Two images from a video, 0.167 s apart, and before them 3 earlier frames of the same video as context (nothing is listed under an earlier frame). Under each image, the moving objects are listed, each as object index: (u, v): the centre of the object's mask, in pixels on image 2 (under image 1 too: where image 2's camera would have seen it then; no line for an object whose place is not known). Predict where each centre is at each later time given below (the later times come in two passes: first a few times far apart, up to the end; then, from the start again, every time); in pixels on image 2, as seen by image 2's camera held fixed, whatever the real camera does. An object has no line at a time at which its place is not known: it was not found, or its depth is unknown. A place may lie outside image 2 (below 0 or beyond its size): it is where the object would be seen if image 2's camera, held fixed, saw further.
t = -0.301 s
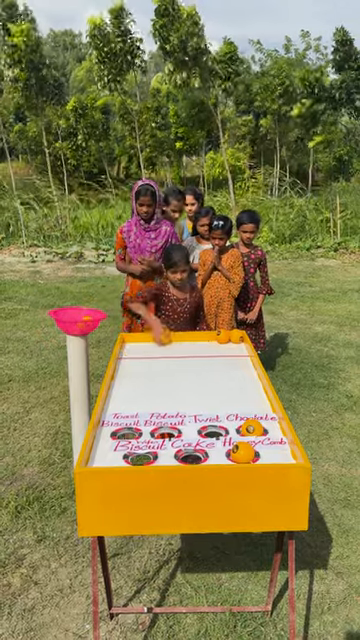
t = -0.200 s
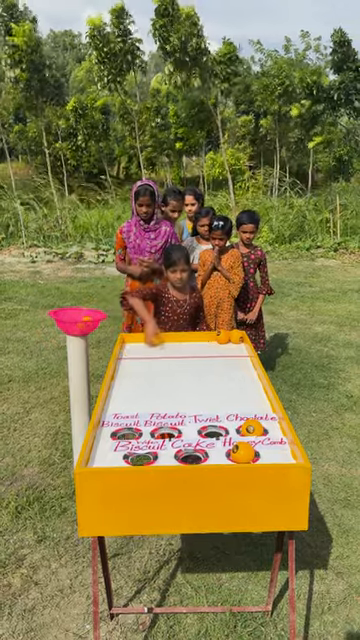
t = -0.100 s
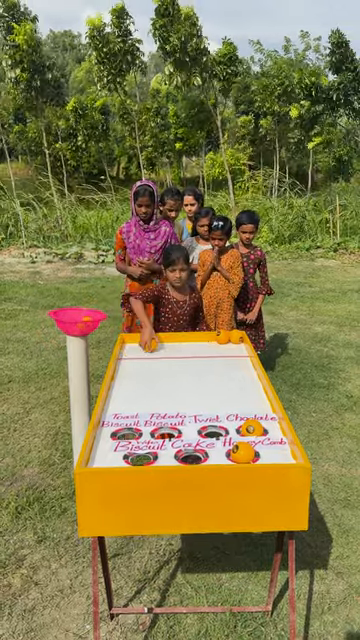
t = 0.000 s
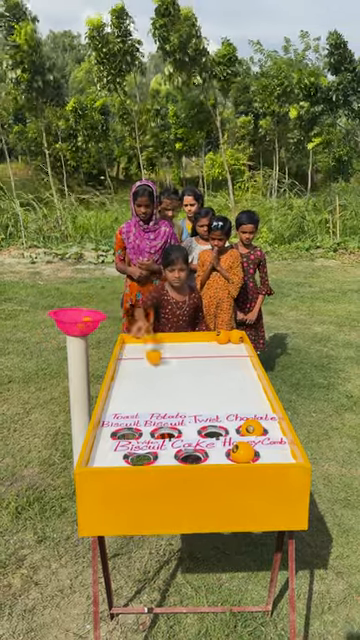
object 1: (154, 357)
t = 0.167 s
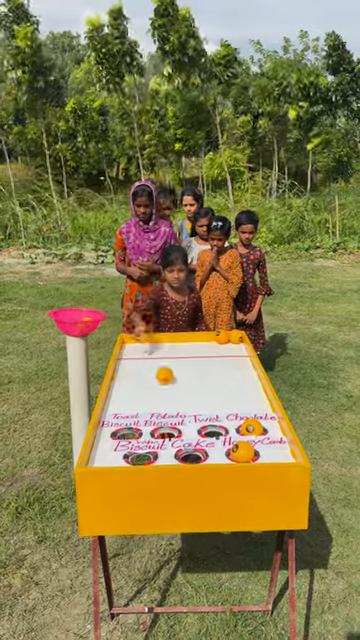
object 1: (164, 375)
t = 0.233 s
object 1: (169, 383)
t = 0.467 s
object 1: (185, 413)
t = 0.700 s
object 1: (205, 451)
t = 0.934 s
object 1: (214, 446)
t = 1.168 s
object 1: (219, 430)
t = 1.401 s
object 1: (214, 415)
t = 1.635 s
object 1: (198, 402)
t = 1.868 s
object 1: (184, 390)
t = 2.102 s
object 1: (173, 377)
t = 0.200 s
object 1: (167, 379)
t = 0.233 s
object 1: (169, 383)
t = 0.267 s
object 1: (171, 387)
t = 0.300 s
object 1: (173, 391)
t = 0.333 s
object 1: (176, 395)
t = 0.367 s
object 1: (178, 399)
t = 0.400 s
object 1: (180, 404)
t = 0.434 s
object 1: (182, 408)
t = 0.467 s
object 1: (185, 413)
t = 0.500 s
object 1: (188, 417)
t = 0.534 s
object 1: (191, 421)
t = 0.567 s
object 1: (193, 428)
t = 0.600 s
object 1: (196, 432)
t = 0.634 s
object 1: (199, 439)
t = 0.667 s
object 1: (203, 445)
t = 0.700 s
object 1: (205, 451)
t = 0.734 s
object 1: (207, 453)
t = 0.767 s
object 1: (209, 457)
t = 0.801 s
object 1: (211, 454)
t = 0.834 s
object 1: (211, 453)
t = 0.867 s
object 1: (211, 451)
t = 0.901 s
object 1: (213, 448)
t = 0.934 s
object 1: (214, 446)
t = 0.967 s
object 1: (215, 444)
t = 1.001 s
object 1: (215, 442)
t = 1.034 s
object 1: (216, 439)
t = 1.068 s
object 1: (217, 437)
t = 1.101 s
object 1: (218, 435)
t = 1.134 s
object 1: (219, 432)
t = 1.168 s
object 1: (219, 430)
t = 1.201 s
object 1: (219, 425)
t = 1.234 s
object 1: (220, 423)
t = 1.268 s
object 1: (220, 423)
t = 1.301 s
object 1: (220, 422)
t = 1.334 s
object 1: (219, 420)
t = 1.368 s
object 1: (216, 417)
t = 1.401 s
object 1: (214, 415)
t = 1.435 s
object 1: (211, 413)
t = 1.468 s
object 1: (209, 411)
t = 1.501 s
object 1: (207, 409)
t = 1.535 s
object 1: (205, 408)
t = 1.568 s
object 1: (203, 406)
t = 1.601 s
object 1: (200, 404)
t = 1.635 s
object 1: (198, 402)
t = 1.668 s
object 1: (196, 401)
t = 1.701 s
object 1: (194, 399)
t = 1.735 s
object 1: (192, 397)
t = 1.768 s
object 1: (190, 395)
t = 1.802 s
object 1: (188, 393)
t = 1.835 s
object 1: (187, 392)
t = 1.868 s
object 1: (184, 390)
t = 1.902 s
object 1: (183, 388)
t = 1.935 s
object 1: (181, 386)
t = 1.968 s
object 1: (179, 384)
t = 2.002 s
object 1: (178, 383)
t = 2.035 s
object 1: (176, 381)
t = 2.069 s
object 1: (175, 379)
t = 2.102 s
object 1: (173, 377)
